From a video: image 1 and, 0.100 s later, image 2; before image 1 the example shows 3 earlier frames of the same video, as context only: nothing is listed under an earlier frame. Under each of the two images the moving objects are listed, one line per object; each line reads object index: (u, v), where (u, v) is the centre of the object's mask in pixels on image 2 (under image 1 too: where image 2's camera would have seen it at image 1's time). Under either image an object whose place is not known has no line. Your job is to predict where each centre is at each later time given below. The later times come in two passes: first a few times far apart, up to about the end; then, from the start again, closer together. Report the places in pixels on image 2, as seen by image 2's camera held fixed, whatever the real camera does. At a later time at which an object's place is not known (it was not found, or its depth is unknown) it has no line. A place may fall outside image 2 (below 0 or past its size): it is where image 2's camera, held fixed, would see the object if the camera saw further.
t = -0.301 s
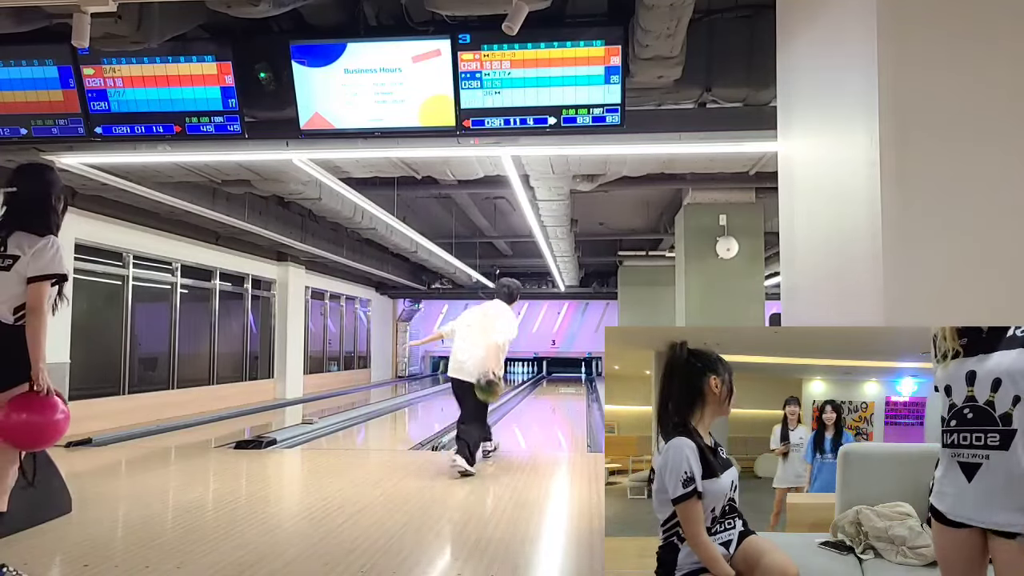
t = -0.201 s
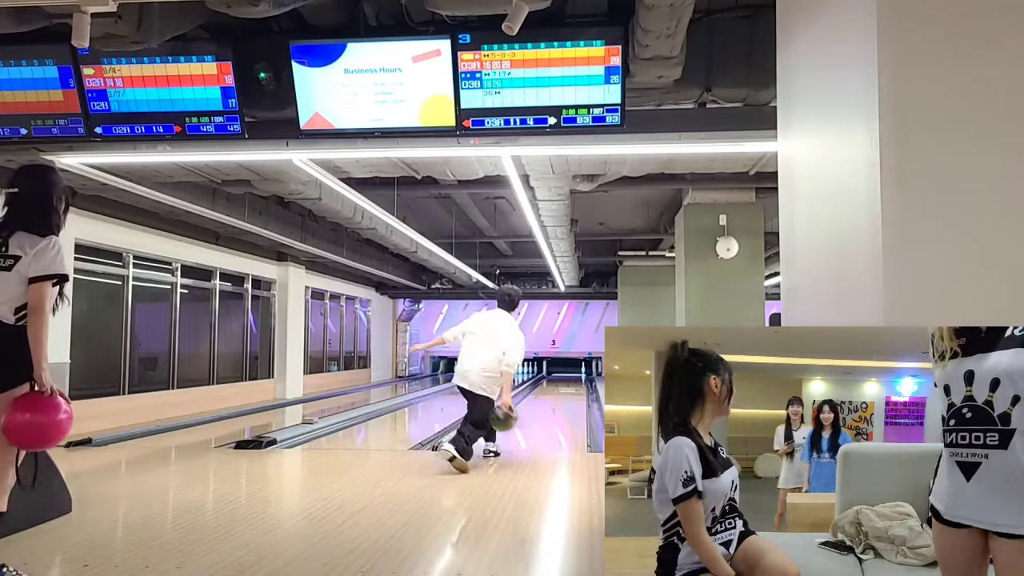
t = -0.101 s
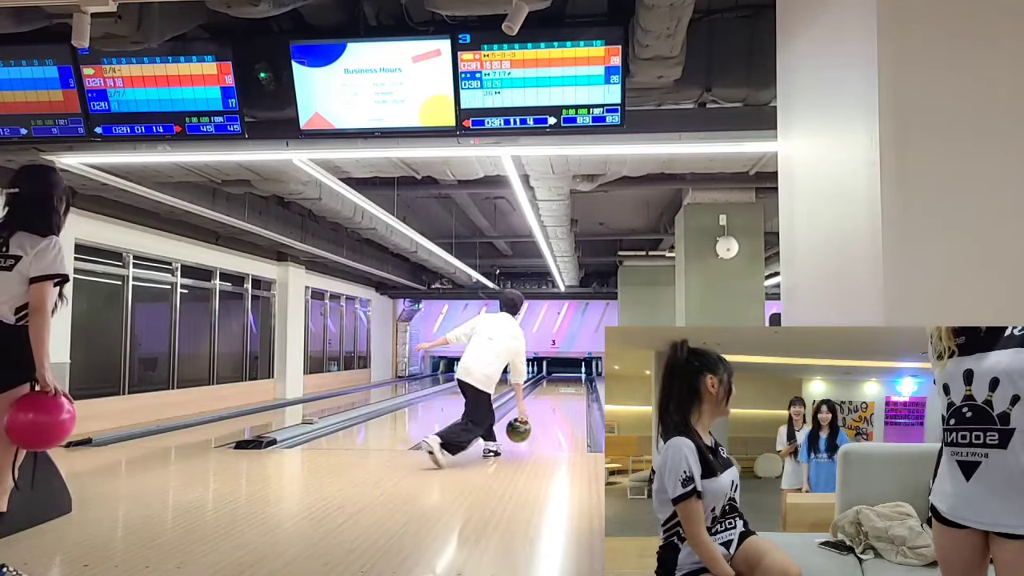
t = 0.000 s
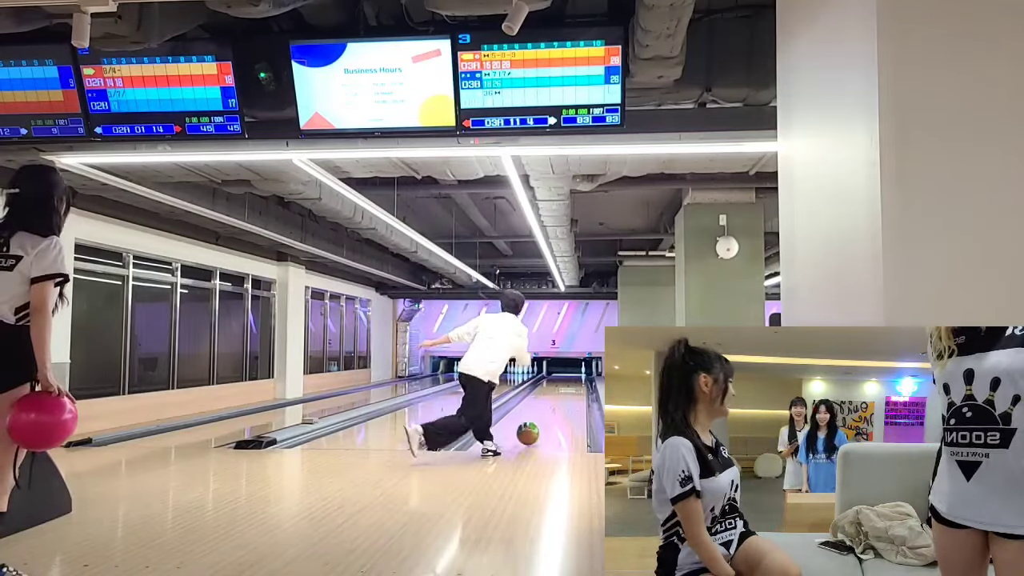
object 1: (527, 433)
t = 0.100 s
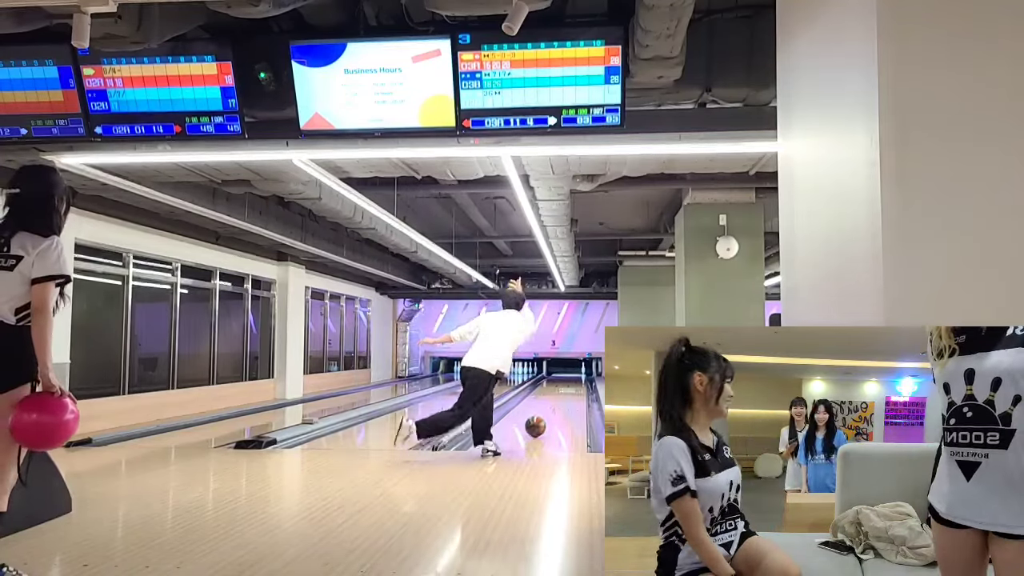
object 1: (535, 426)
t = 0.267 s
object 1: (545, 416)
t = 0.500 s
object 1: (555, 406)
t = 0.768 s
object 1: (564, 397)
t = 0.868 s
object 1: (565, 395)
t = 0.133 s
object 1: (538, 424)
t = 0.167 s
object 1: (540, 422)
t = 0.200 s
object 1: (541, 420)
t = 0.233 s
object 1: (543, 418)
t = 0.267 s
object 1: (545, 416)
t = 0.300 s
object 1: (546, 415)
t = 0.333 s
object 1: (549, 413)
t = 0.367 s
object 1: (550, 411)
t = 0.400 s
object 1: (551, 410)
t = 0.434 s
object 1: (553, 409)
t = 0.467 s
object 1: (554, 407)
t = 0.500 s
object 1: (555, 406)
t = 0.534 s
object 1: (557, 405)
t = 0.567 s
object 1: (557, 403)
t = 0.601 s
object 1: (559, 402)
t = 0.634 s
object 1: (560, 401)
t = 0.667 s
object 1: (561, 400)
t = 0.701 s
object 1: (561, 399)
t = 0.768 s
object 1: (564, 397)
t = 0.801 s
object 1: (564, 396)
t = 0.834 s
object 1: (565, 395)
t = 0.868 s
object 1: (565, 395)
